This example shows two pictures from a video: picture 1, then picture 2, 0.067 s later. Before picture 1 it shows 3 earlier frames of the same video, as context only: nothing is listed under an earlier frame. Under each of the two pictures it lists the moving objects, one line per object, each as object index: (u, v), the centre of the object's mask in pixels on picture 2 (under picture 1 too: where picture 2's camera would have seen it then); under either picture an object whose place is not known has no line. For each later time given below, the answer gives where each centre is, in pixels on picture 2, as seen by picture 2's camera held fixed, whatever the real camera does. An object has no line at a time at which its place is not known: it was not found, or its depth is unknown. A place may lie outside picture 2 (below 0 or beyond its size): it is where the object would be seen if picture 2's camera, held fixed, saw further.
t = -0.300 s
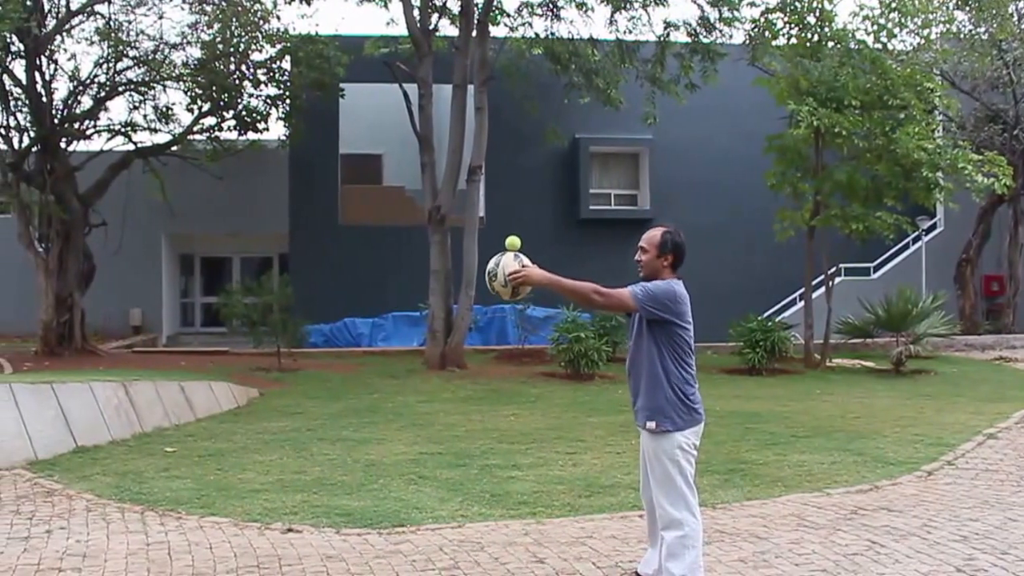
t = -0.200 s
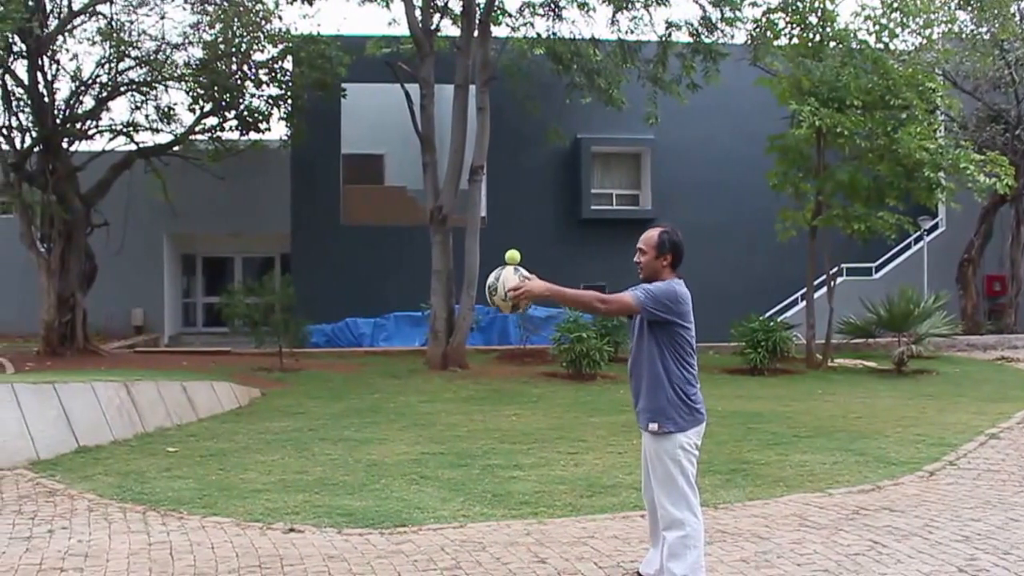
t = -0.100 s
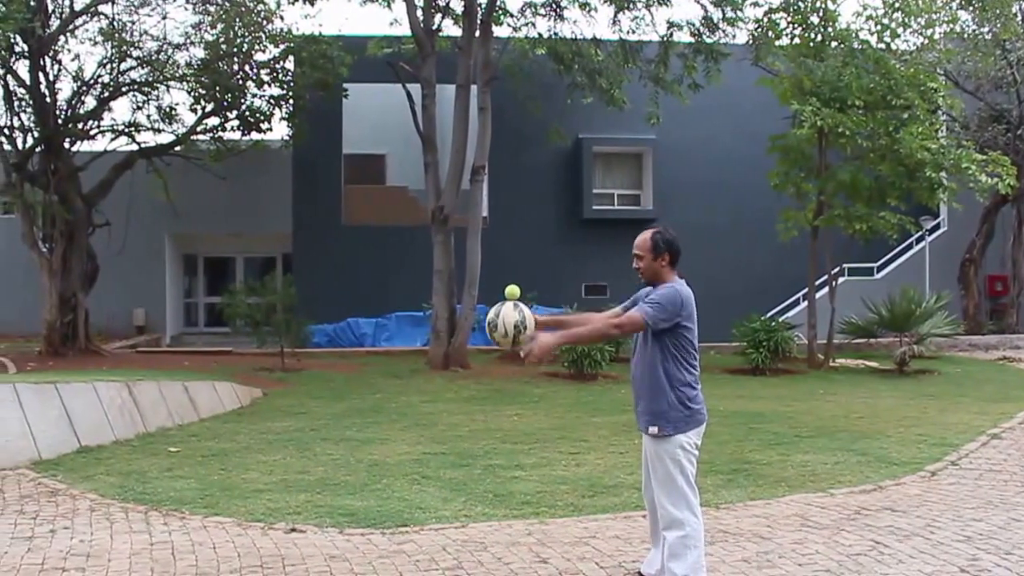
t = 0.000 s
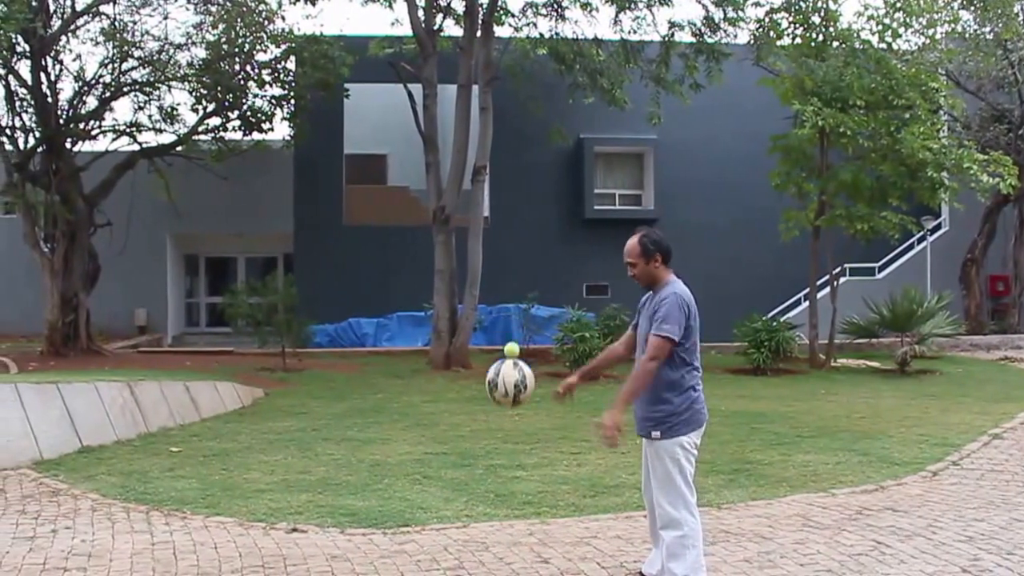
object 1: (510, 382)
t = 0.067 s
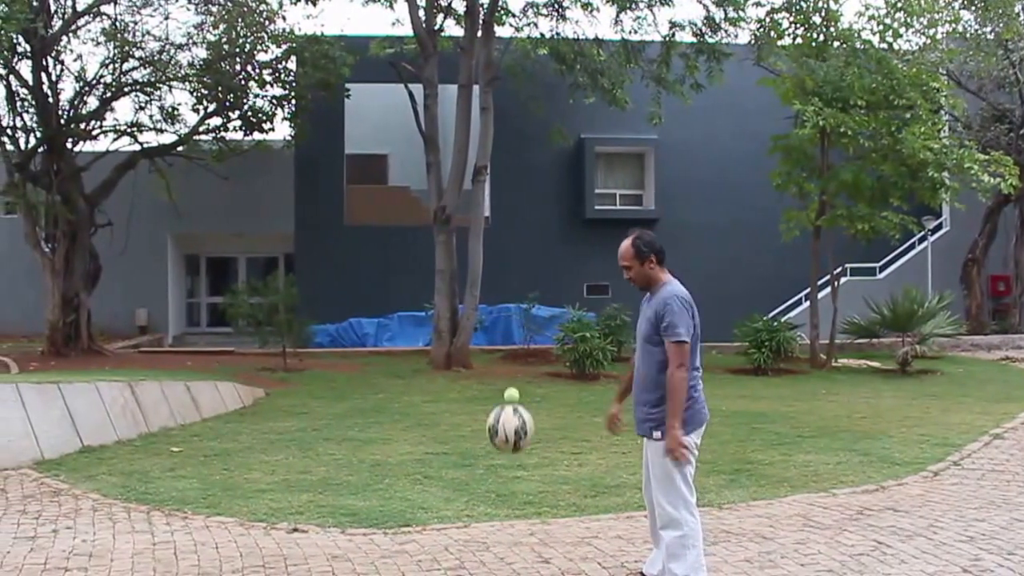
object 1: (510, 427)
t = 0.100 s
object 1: (509, 462)
